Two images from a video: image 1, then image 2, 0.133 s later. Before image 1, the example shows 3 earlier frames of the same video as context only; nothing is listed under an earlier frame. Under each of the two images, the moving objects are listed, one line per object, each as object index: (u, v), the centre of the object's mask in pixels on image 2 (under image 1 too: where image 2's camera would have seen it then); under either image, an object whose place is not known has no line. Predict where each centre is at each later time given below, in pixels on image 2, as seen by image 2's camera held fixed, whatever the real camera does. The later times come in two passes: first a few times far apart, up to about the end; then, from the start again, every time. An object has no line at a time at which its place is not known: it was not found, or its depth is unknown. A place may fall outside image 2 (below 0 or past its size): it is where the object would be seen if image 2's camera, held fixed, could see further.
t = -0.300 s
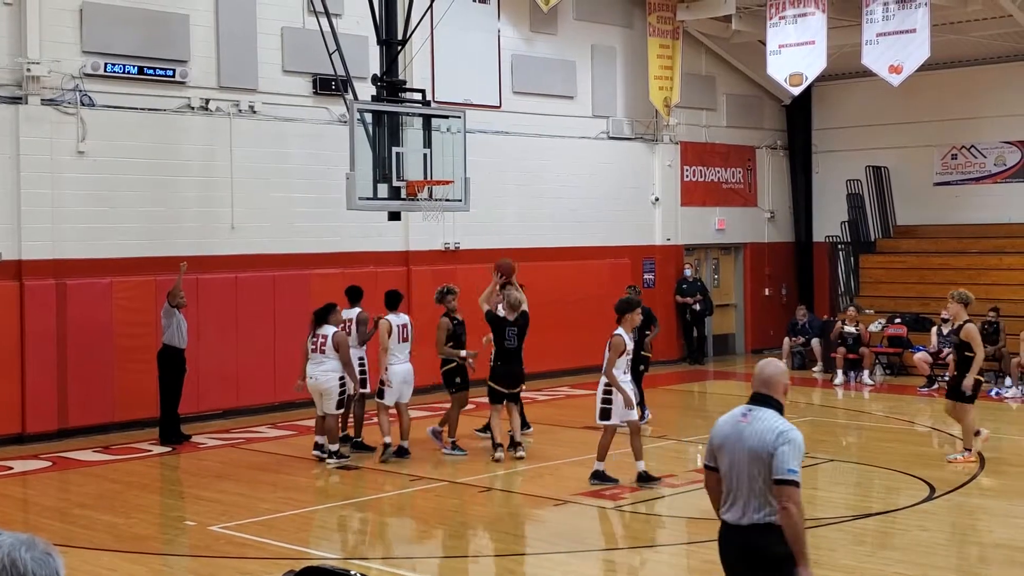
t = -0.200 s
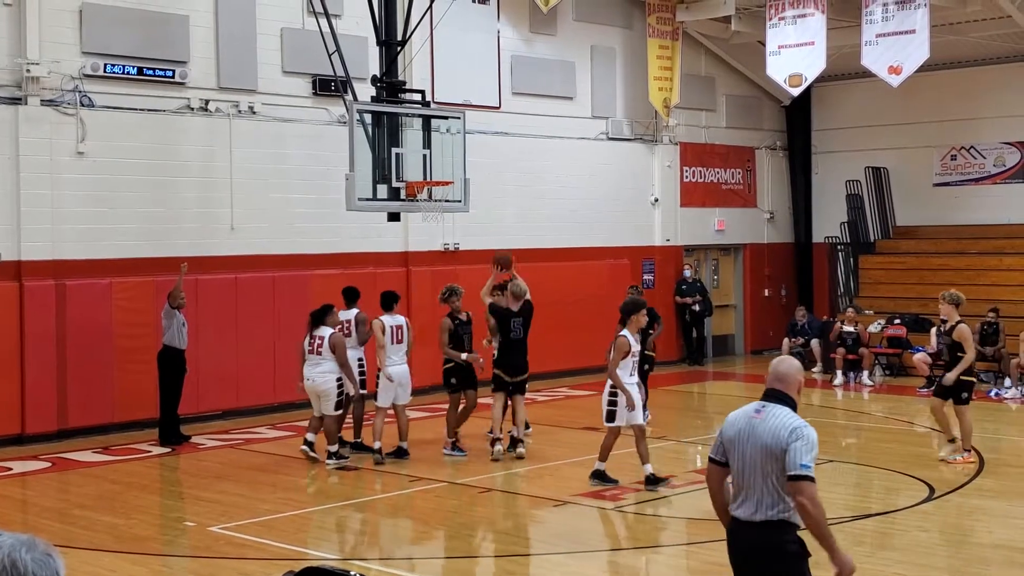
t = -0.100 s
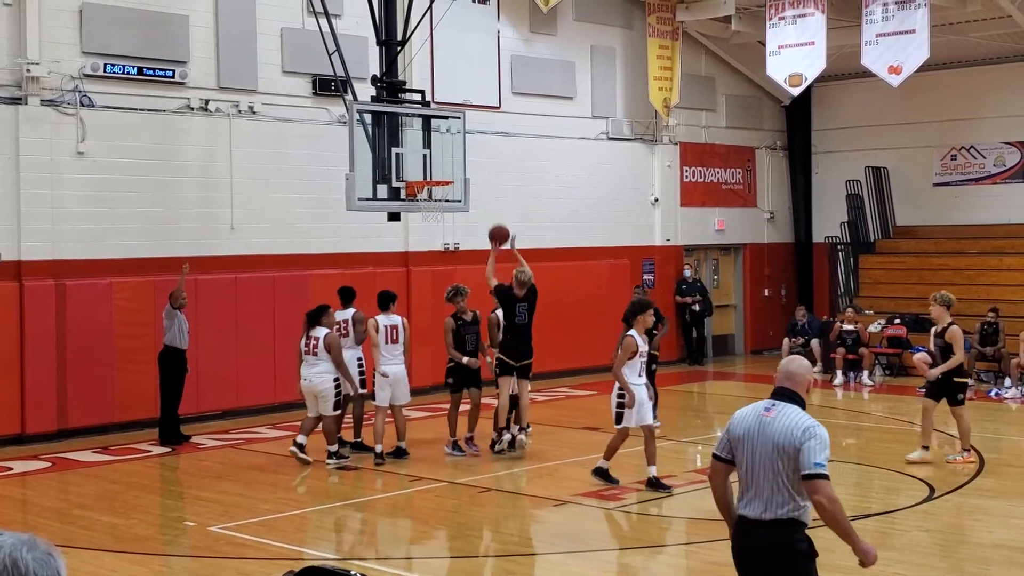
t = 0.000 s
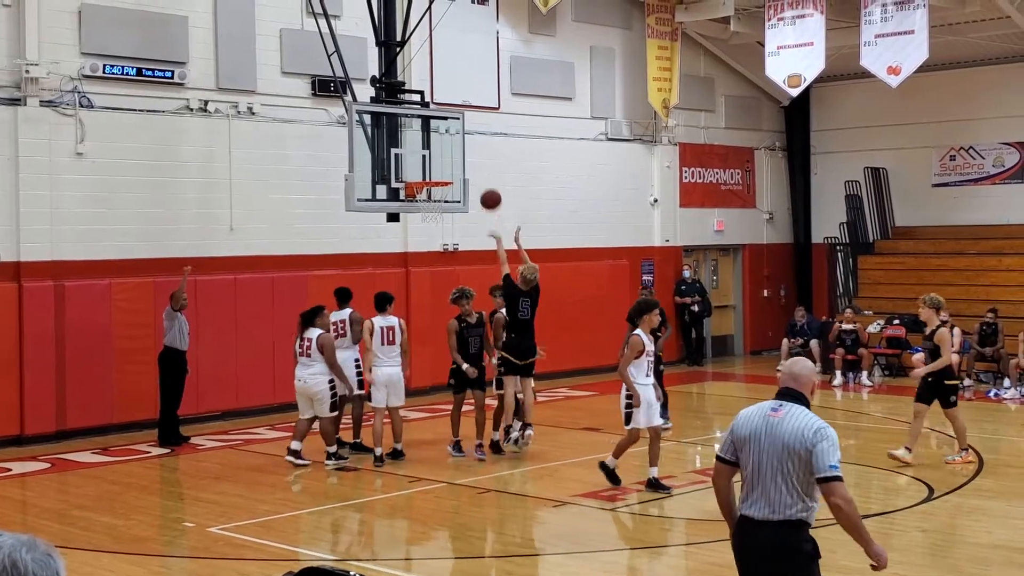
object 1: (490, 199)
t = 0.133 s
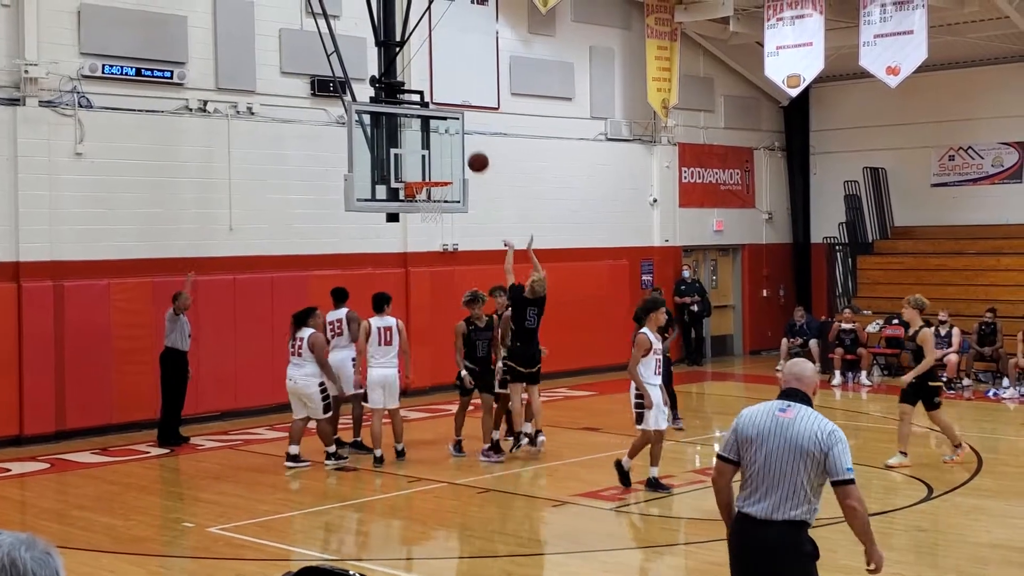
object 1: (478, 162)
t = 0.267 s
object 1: (467, 141)
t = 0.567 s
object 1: (443, 149)
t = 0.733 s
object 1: (432, 186)
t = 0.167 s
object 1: (475, 155)
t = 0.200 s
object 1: (472, 149)
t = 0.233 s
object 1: (469, 145)
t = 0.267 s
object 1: (467, 141)
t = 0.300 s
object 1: (464, 138)
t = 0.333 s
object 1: (461, 136)
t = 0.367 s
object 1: (459, 135)
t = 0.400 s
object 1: (456, 135)
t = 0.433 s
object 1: (453, 136)
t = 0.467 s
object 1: (451, 138)
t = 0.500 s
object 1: (448, 141)
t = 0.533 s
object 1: (445, 145)
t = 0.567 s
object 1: (443, 149)
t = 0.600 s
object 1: (440, 155)
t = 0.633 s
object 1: (438, 161)
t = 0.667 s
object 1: (436, 168)
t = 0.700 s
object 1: (433, 174)
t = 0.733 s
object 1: (432, 186)
